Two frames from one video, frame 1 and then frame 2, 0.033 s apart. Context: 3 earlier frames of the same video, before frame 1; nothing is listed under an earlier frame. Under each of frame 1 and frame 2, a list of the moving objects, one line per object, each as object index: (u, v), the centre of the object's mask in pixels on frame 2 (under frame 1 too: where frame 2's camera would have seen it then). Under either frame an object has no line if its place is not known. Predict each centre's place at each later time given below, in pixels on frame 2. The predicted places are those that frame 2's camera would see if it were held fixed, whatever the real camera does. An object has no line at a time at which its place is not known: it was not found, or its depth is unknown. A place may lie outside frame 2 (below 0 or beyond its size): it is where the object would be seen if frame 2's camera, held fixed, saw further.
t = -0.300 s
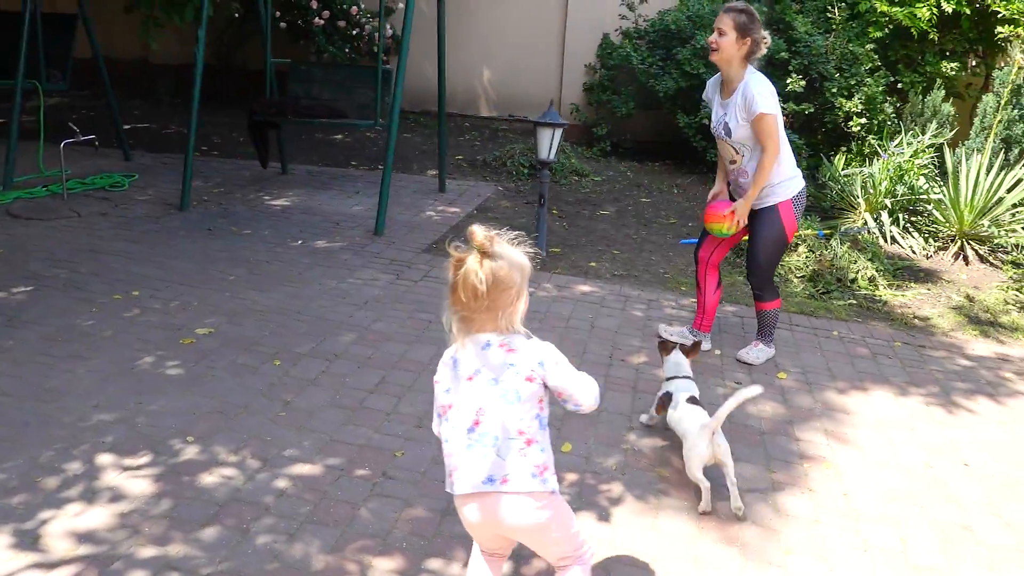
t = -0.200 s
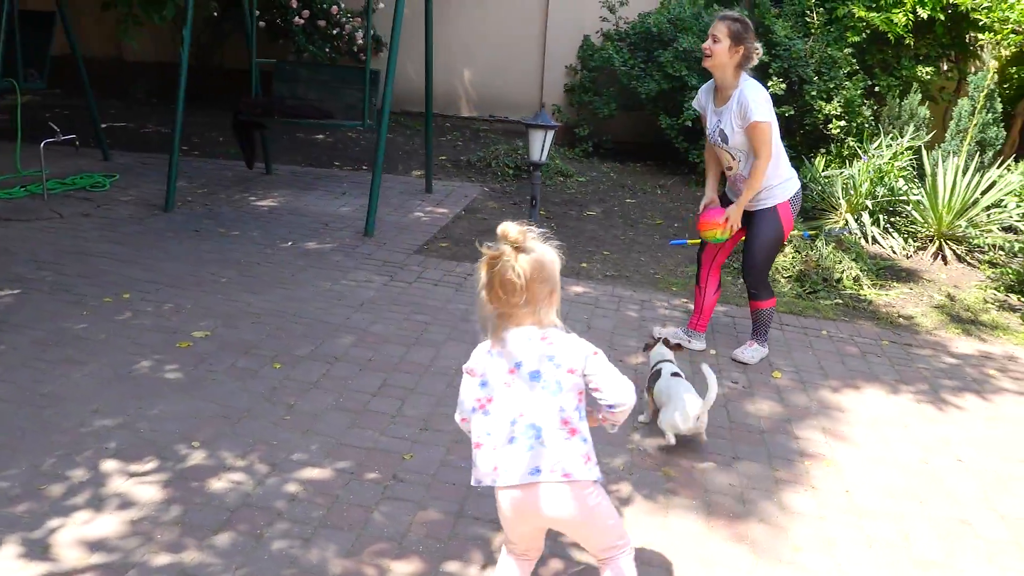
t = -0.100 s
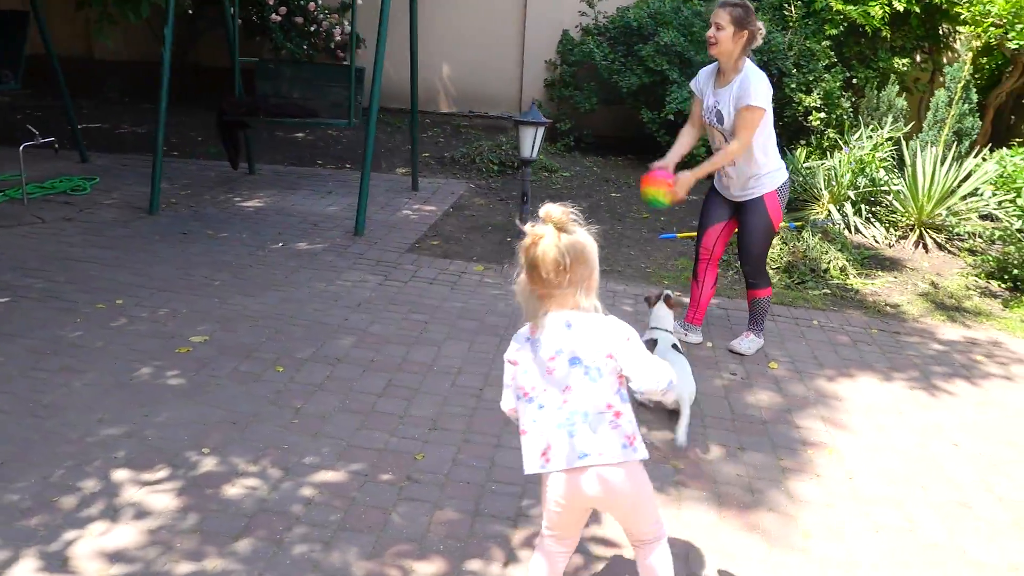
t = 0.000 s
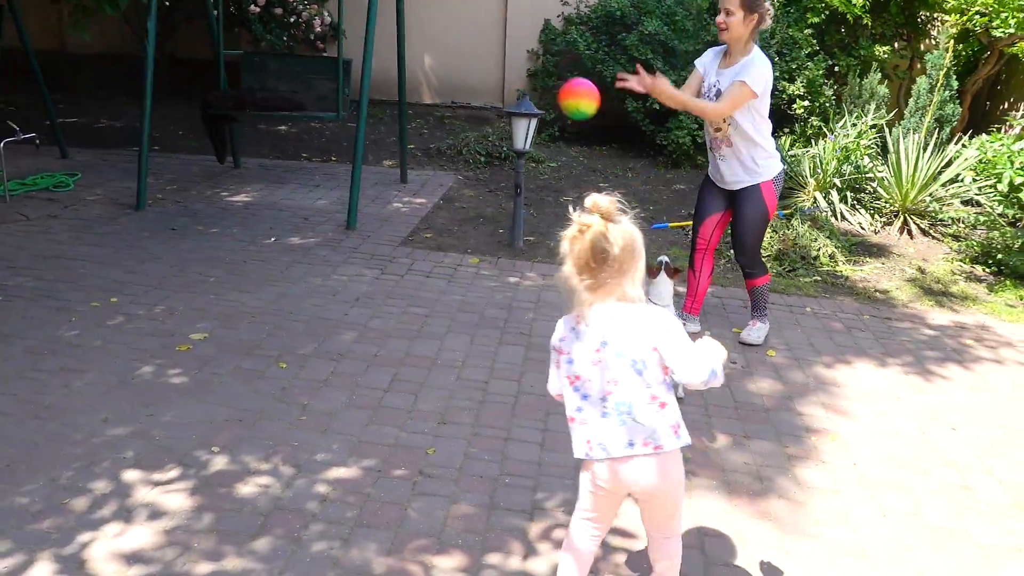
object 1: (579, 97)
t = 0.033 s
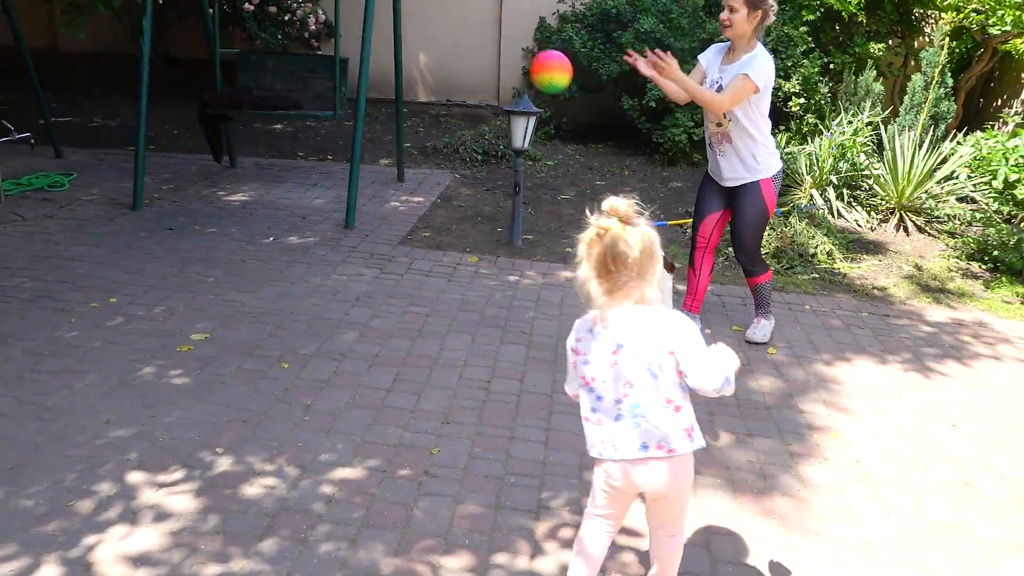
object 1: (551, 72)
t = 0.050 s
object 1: (538, 60)
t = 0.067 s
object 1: (523, 48)
